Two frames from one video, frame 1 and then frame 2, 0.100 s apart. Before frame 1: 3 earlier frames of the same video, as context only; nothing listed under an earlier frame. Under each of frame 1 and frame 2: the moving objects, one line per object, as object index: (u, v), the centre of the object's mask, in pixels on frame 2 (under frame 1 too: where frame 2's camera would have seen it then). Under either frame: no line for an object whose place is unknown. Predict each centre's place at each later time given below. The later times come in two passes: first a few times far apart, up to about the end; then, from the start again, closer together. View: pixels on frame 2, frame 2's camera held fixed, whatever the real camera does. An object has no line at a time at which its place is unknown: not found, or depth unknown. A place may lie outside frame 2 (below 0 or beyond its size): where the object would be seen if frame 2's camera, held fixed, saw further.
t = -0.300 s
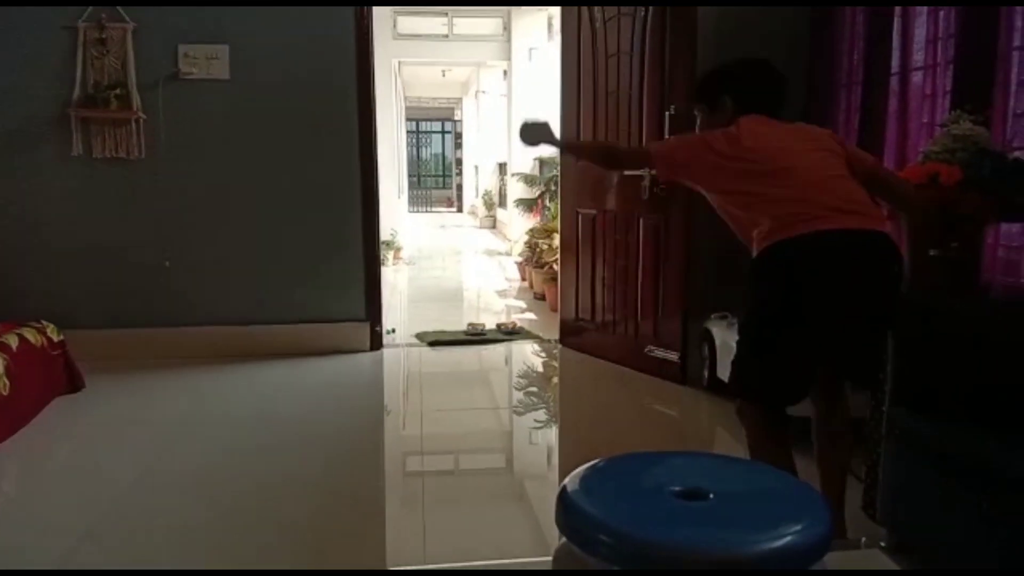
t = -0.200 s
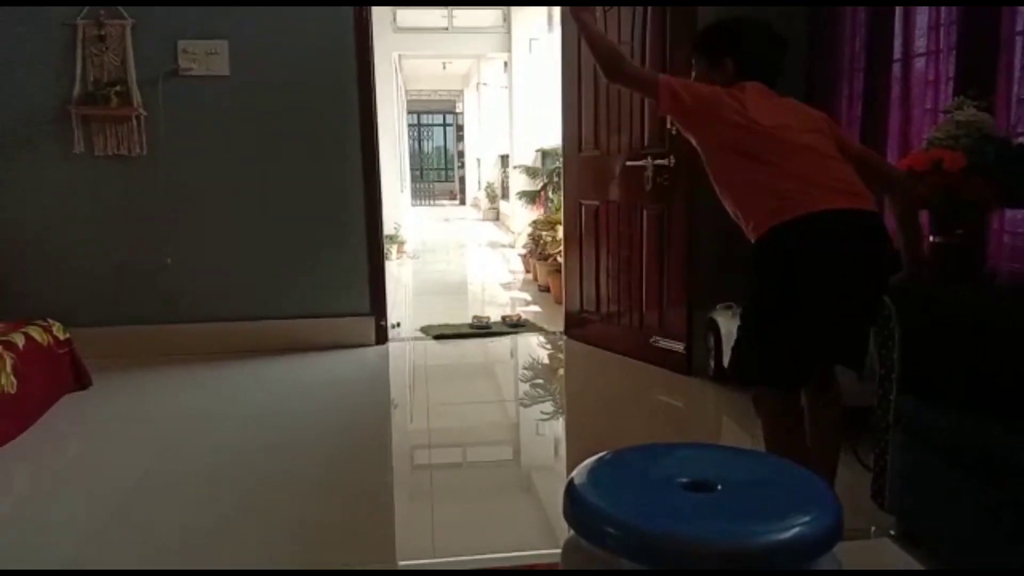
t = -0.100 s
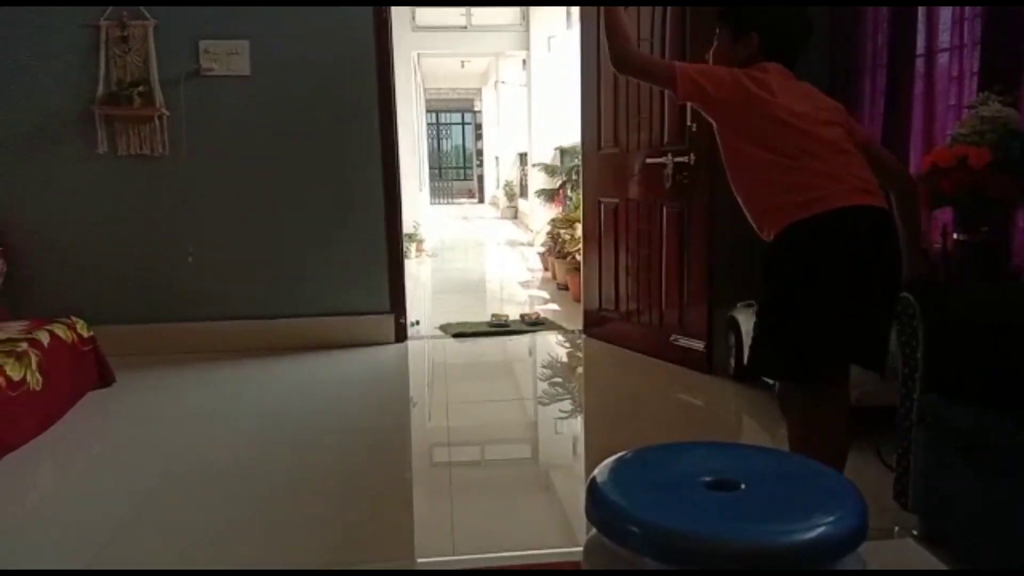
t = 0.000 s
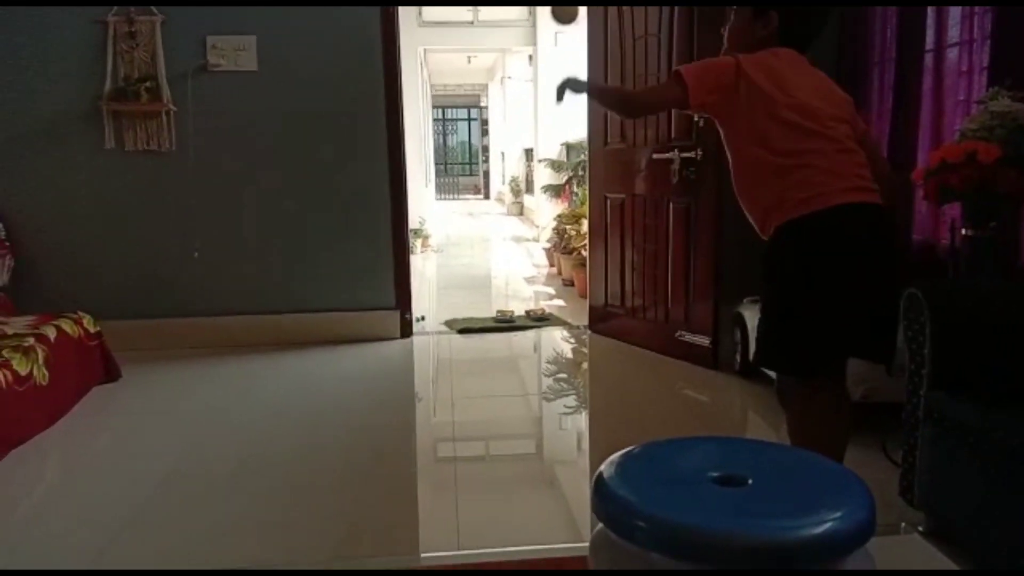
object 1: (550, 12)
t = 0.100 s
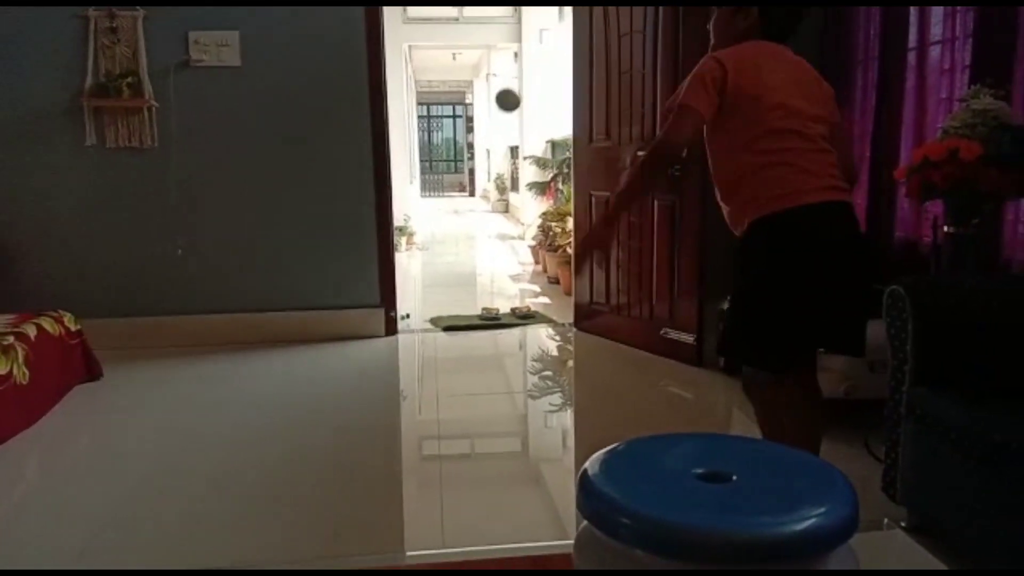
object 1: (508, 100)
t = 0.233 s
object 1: (462, 257)
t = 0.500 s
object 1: (393, 307)
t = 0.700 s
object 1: (348, 254)
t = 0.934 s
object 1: (312, 338)
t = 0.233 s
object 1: (462, 257)
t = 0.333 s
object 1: (436, 391)
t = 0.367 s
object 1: (428, 407)
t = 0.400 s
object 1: (419, 377)
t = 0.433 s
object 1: (410, 350)
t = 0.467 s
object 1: (401, 326)
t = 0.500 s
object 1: (393, 307)
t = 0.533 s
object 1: (386, 290)
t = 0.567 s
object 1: (379, 276)
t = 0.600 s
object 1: (371, 265)
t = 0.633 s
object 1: (364, 257)
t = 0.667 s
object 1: (356, 254)
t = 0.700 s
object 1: (348, 254)
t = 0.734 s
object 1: (341, 257)
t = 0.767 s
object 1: (336, 264)
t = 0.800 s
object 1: (330, 272)
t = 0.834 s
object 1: (325, 285)
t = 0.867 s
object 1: (320, 300)
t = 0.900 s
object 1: (315, 317)
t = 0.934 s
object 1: (312, 338)
